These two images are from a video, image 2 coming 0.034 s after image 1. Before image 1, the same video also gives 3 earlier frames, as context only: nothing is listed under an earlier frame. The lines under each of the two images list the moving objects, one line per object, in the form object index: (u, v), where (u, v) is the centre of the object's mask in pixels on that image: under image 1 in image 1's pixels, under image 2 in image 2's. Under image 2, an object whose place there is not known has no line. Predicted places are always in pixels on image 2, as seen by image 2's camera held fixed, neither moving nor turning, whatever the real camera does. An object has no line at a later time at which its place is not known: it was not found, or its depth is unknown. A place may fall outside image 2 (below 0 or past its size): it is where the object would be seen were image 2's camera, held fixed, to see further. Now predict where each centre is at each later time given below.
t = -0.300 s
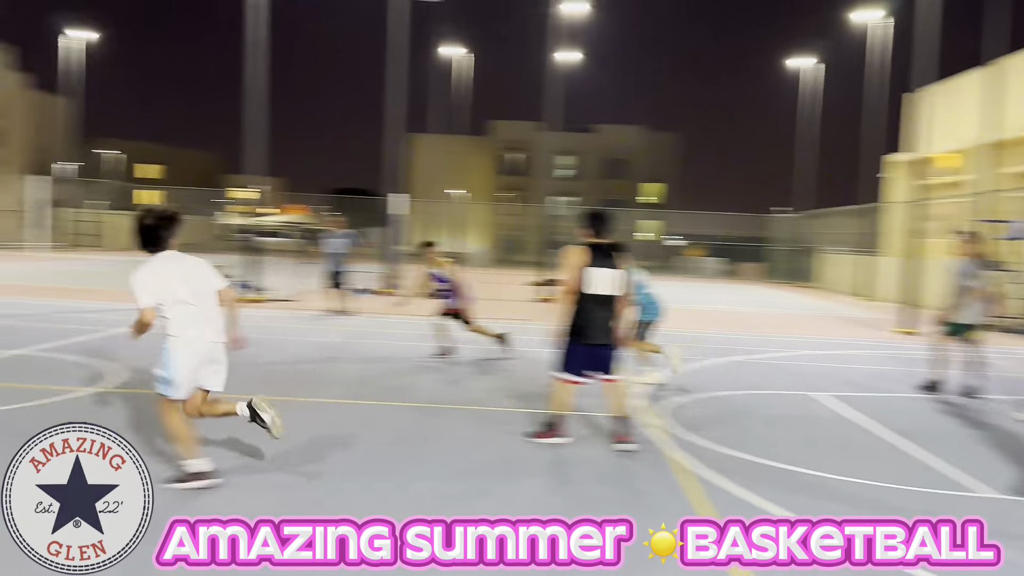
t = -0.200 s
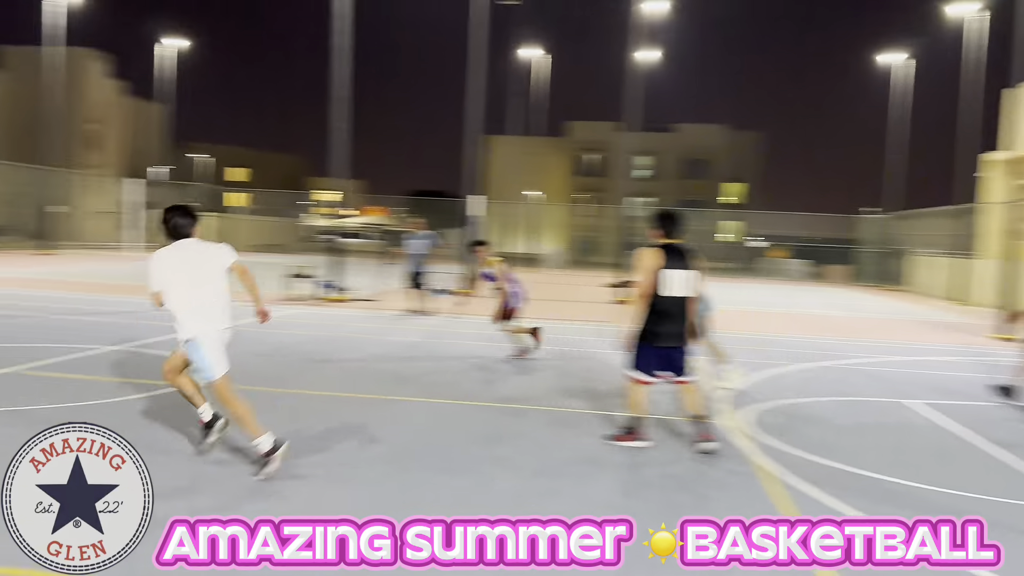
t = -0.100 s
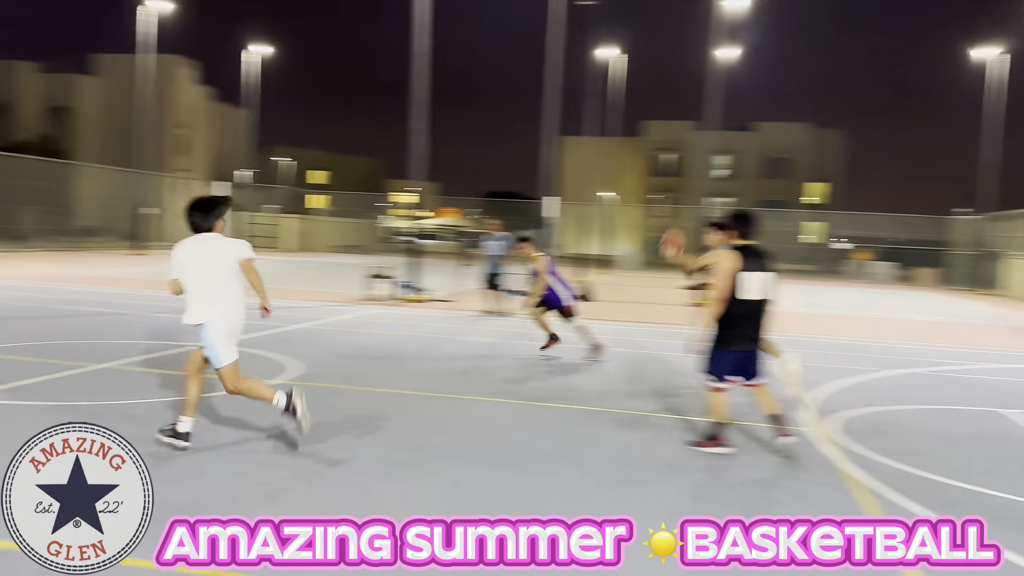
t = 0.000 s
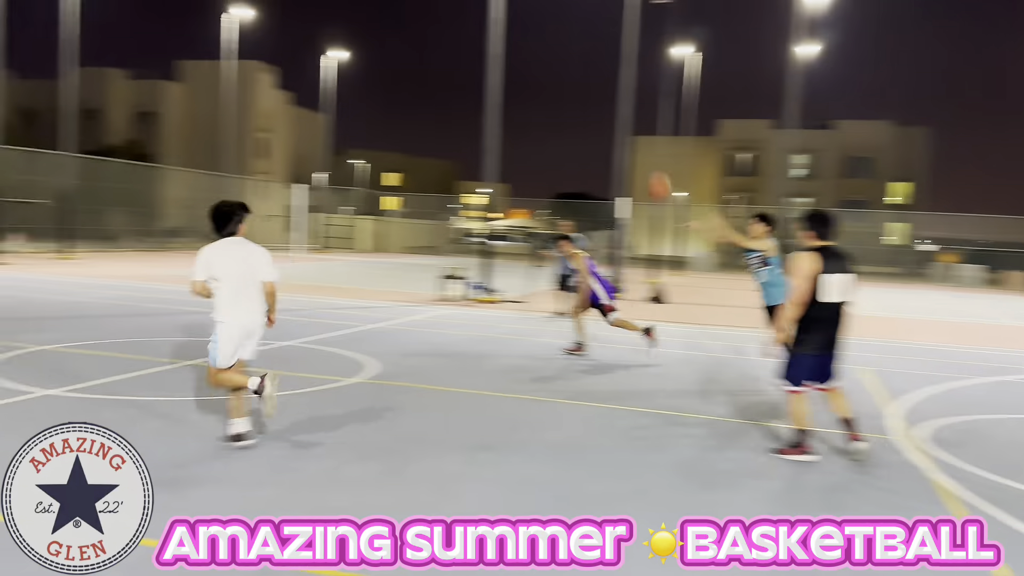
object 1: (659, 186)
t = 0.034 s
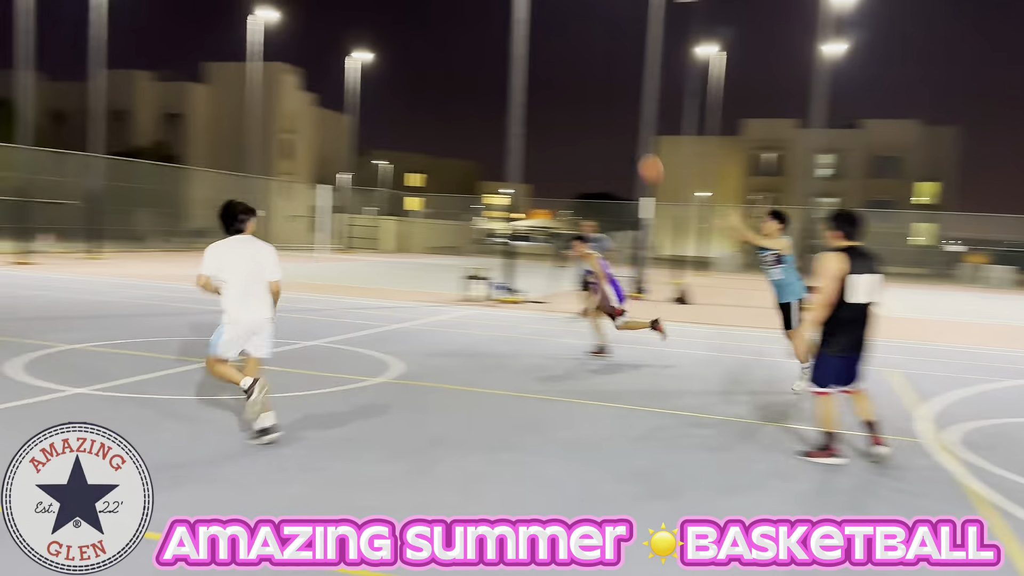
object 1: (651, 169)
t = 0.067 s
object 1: (619, 153)
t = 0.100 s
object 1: (588, 139)
